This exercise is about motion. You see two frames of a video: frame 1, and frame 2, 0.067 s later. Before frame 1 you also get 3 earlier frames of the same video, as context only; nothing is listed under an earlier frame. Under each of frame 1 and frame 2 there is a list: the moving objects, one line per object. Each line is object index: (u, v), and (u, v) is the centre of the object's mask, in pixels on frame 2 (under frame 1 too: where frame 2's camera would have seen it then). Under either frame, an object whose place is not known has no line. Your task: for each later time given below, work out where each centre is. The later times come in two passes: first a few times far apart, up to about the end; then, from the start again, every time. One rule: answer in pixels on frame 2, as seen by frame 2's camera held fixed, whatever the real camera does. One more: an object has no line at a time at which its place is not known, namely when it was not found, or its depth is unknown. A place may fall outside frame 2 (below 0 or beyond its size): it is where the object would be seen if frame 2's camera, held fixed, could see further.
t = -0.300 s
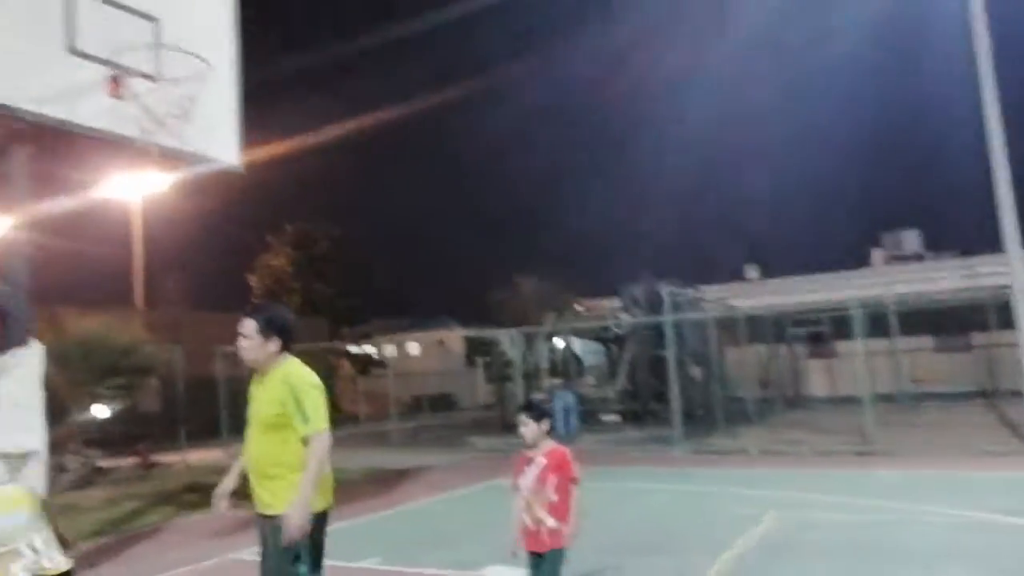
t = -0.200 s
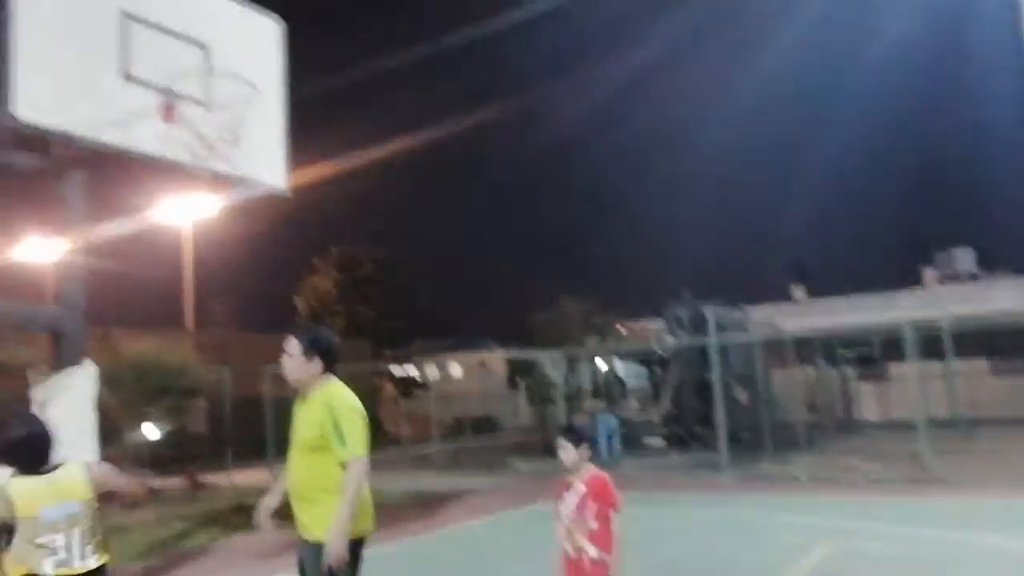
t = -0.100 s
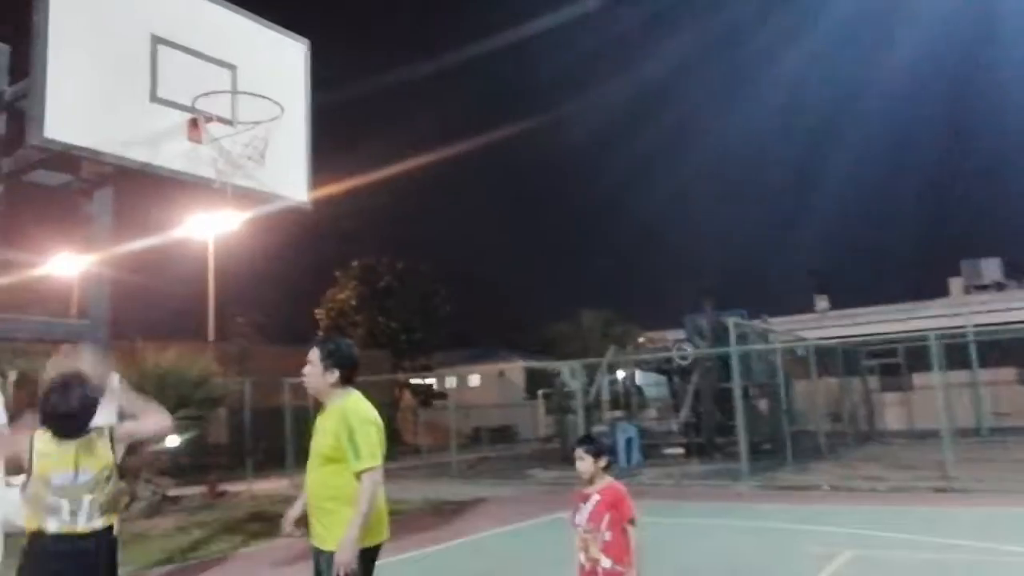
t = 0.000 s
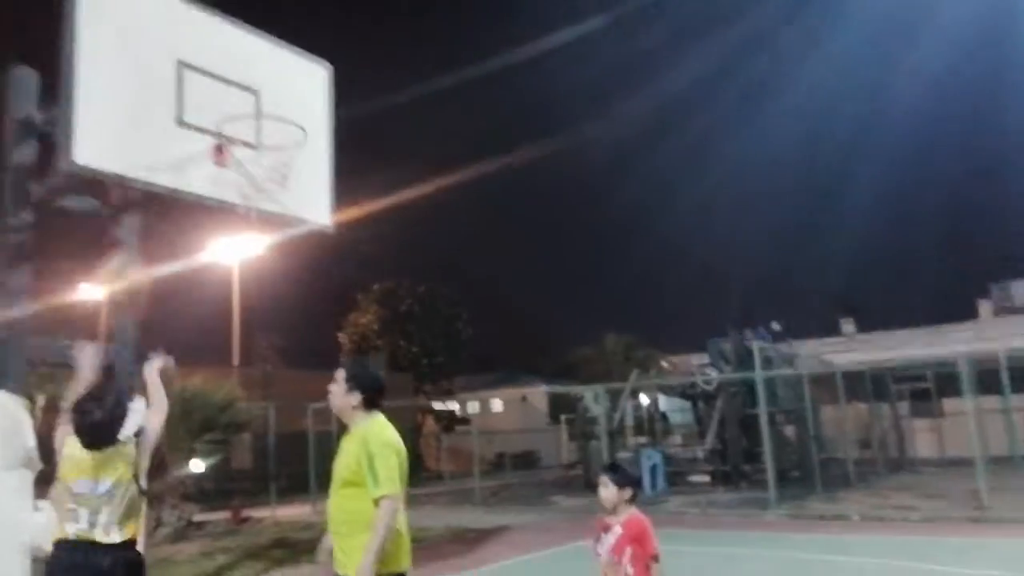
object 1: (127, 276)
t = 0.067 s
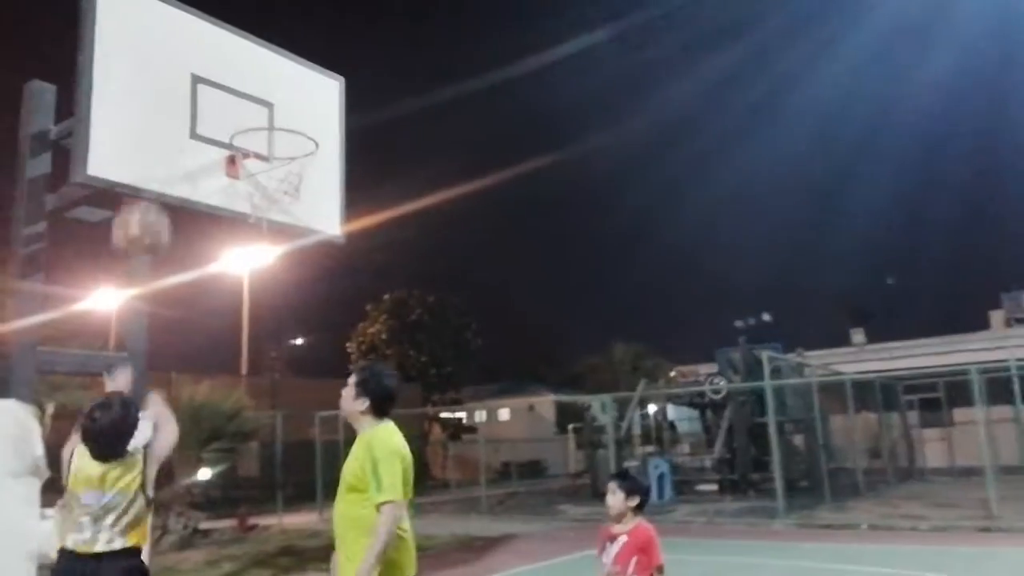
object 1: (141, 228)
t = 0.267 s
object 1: (163, 119)
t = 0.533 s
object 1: (200, 94)
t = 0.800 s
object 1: (208, 94)
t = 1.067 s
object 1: (180, 151)
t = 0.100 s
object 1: (144, 205)
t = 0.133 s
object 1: (147, 186)
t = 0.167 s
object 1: (154, 162)
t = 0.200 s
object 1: (157, 145)
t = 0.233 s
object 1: (162, 130)
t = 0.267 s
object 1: (163, 119)
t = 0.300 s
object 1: (167, 108)
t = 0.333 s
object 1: (172, 101)
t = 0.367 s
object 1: (175, 95)
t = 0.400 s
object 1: (178, 91)
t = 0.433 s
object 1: (181, 89)
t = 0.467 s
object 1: (184, 88)
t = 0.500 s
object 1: (192, 91)
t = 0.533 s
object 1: (200, 94)
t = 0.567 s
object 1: (206, 98)
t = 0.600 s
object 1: (213, 105)
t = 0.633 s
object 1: (220, 114)
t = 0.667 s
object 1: (221, 112)
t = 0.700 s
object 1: (218, 106)
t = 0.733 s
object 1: (214, 99)
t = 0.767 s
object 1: (211, 95)
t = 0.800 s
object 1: (208, 94)
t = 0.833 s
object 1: (205, 94)
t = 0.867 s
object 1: (202, 96)
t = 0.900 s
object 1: (198, 99)
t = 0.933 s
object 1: (195, 105)
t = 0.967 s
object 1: (191, 114)
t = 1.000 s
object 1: (187, 124)
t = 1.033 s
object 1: (183, 136)
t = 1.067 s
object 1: (180, 151)
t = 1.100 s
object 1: (175, 168)
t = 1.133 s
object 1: (170, 189)
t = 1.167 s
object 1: (165, 212)
